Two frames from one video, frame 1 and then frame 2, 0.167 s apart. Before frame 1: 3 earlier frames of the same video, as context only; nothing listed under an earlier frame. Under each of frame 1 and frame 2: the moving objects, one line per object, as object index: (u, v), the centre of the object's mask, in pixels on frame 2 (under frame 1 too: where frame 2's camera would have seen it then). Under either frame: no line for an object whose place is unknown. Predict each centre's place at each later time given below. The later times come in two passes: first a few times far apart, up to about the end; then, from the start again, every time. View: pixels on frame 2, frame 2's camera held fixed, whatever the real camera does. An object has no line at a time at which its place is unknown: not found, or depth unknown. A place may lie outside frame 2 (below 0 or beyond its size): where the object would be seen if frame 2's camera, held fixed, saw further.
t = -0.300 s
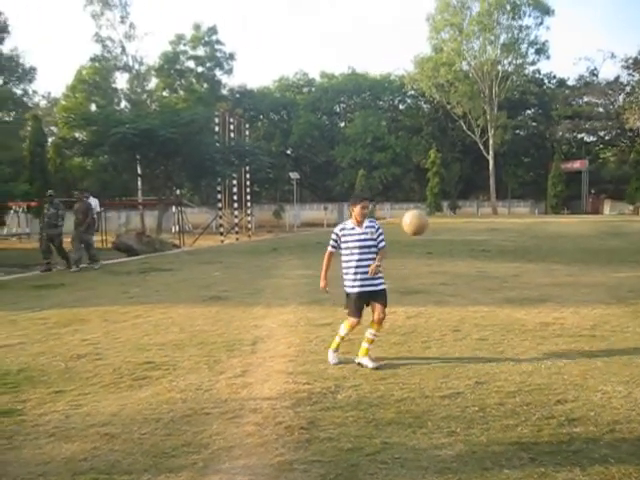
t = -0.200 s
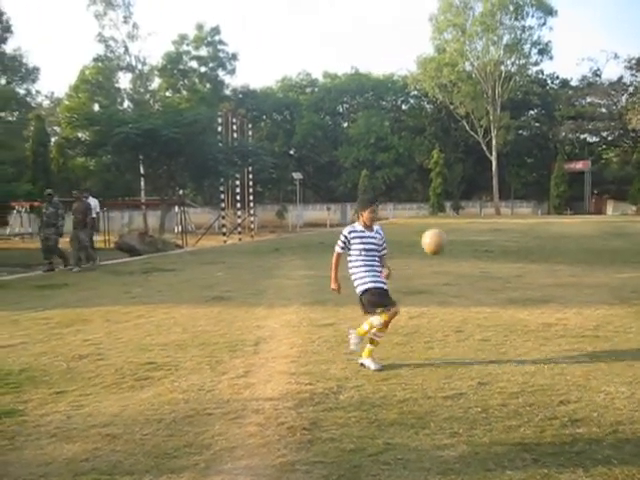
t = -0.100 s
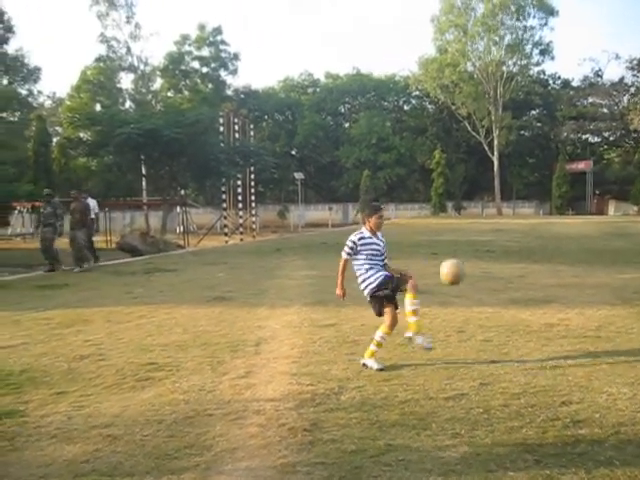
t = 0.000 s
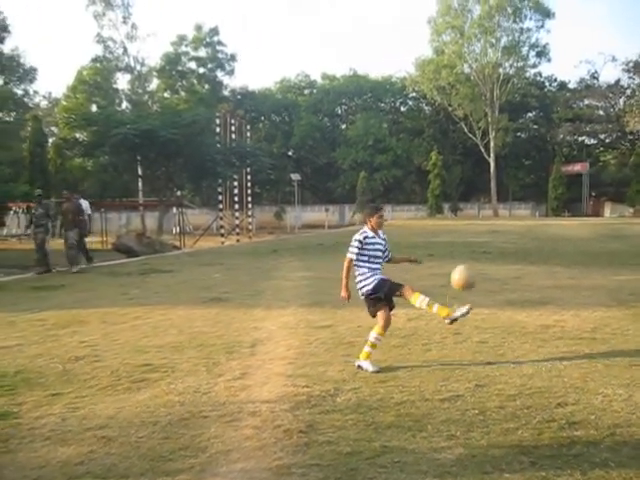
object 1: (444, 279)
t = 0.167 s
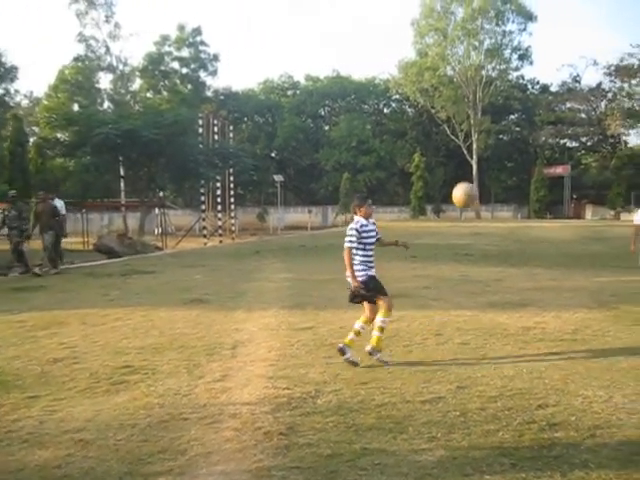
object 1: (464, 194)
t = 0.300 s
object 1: (477, 153)
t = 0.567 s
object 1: (499, 133)
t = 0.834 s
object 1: (517, 181)
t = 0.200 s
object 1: (467, 182)
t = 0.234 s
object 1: (471, 171)
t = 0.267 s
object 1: (474, 162)
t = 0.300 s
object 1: (477, 153)
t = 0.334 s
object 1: (480, 147)
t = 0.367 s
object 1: (483, 142)
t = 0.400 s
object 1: (485, 138)
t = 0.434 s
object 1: (488, 134)
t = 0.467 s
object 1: (491, 132)
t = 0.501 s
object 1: (493, 131)
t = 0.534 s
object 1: (496, 131)
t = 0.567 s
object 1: (499, 133)
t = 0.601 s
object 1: (501, 135)
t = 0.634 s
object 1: (504, 139)
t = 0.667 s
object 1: (506, 144)
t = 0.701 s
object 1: (508, 149)
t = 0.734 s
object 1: (511, 156)
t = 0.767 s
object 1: (513, 163)
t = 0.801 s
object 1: (514, 172)
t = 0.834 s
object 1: (517, 181)
